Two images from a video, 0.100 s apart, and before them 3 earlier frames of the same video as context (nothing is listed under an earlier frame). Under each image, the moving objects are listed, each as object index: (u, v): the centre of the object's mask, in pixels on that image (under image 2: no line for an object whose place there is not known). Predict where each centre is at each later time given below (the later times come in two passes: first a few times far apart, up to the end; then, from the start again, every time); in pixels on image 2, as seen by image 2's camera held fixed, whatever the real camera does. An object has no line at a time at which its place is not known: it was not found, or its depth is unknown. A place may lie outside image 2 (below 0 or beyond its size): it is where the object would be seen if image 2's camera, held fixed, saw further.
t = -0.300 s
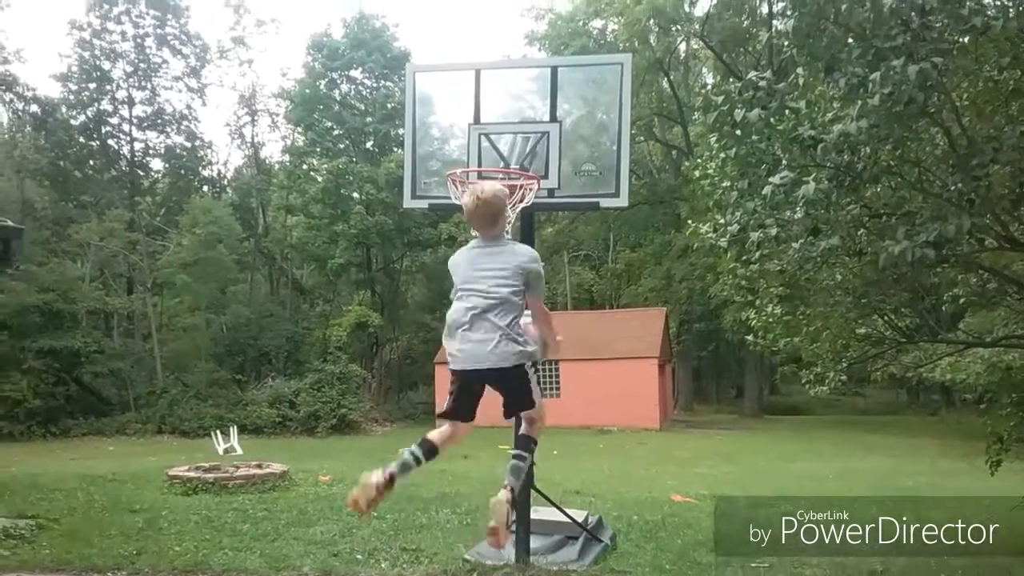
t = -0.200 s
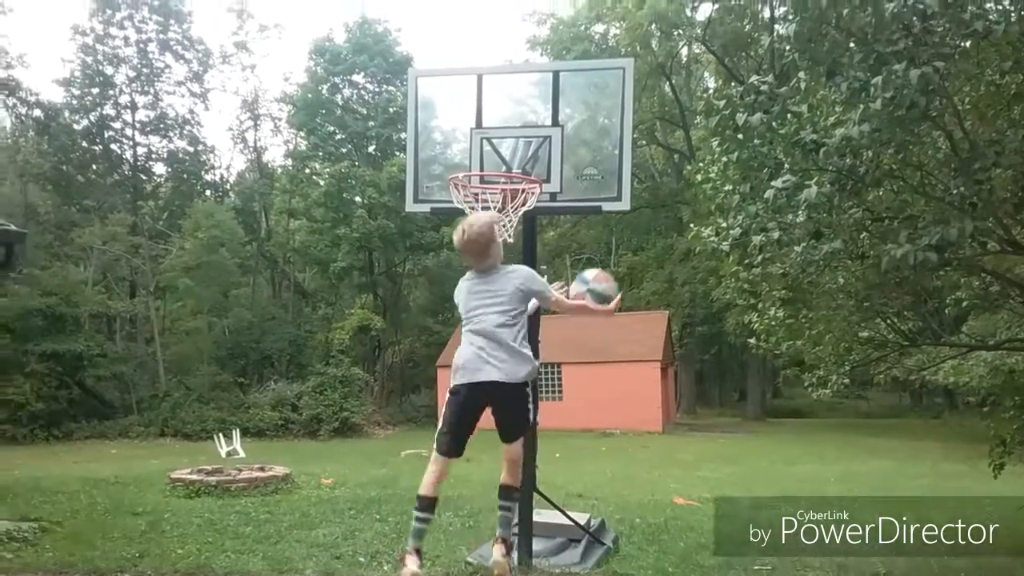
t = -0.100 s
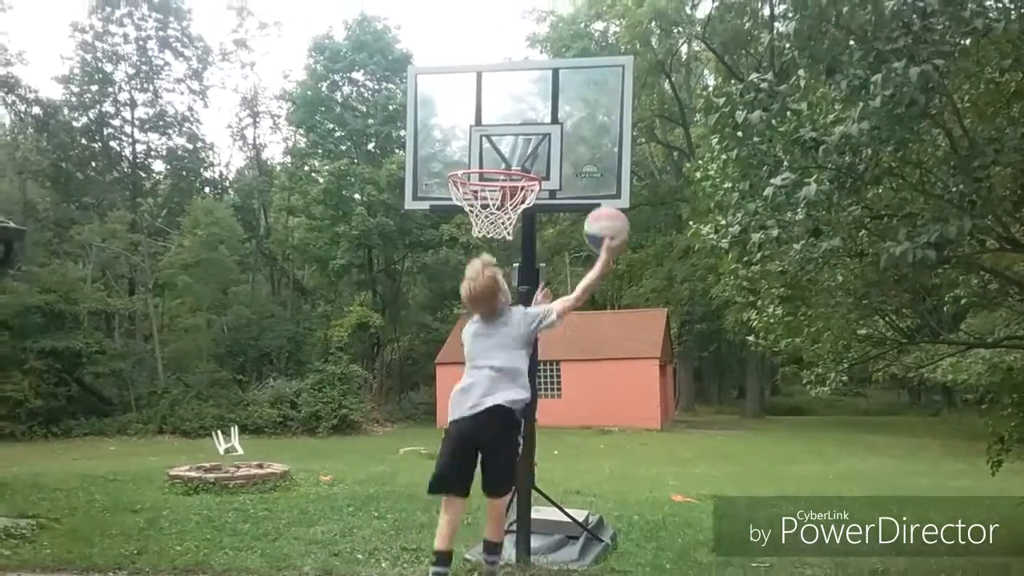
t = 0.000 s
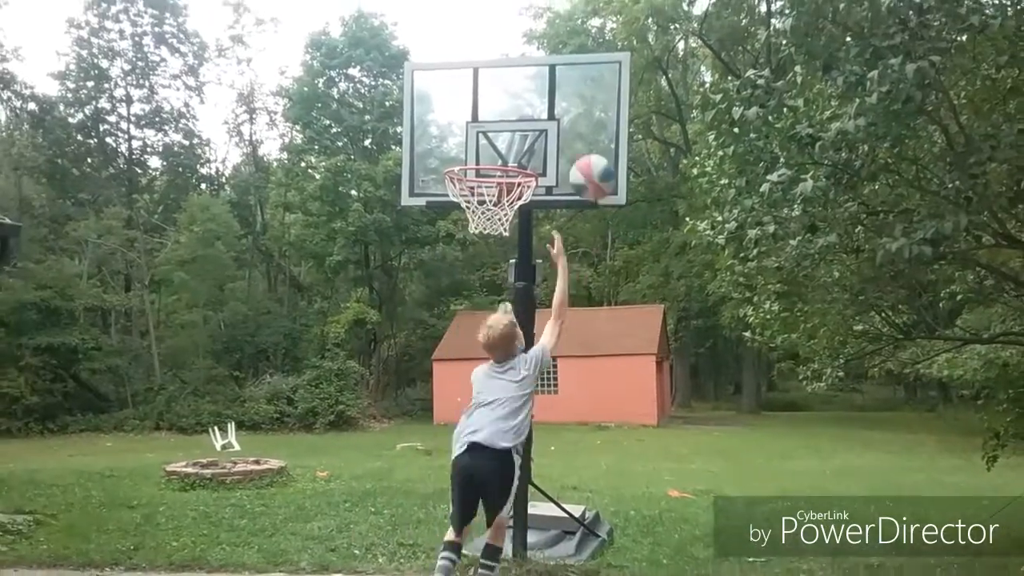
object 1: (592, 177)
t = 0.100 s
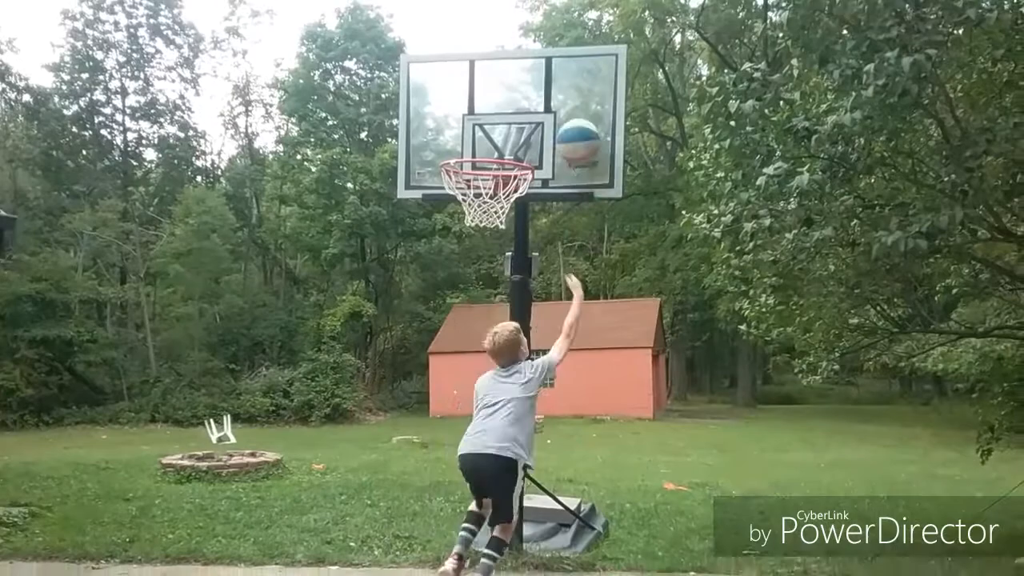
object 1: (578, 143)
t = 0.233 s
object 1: (546, 132)
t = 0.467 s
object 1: (489, 155)
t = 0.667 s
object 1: (456, 200)
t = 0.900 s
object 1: (495, 248)
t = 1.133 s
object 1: (539, 406)
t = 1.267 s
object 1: (568, 551)
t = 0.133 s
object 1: (571, 136)
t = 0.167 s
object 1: (564, 133)
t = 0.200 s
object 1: (556, 132)
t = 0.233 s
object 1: (546, 132)
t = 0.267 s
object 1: (541, 134)
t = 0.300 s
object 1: (532, 138)
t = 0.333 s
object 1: (524, 143)
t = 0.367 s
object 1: (517, 146)
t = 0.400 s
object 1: (507, 144)
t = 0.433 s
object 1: (496, 149)
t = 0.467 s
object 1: (489, 155)
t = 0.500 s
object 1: (481, 160)
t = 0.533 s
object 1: (471, 168)
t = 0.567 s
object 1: (464, 178)
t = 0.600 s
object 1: (456, 190)
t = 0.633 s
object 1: (453, 198)
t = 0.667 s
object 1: (456, 200)
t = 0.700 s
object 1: (457, 200)
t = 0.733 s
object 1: (462, 203)
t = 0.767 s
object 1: (468, 206)
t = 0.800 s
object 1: (475, 211)
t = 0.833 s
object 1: (483, 221)
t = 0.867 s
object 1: (487, 235)
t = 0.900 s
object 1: (495, 248)
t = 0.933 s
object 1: (500, 265)
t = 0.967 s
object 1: (506, 281)
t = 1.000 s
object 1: (513, 300)
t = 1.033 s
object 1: (519, 325)
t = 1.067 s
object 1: (526, 350)
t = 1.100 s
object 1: (533, 376)
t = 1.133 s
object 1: (539, 406)
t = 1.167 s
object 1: (547, 438)
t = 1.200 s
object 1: (553, 472)
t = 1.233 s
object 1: (561, 512)
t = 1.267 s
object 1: (568, 551)
